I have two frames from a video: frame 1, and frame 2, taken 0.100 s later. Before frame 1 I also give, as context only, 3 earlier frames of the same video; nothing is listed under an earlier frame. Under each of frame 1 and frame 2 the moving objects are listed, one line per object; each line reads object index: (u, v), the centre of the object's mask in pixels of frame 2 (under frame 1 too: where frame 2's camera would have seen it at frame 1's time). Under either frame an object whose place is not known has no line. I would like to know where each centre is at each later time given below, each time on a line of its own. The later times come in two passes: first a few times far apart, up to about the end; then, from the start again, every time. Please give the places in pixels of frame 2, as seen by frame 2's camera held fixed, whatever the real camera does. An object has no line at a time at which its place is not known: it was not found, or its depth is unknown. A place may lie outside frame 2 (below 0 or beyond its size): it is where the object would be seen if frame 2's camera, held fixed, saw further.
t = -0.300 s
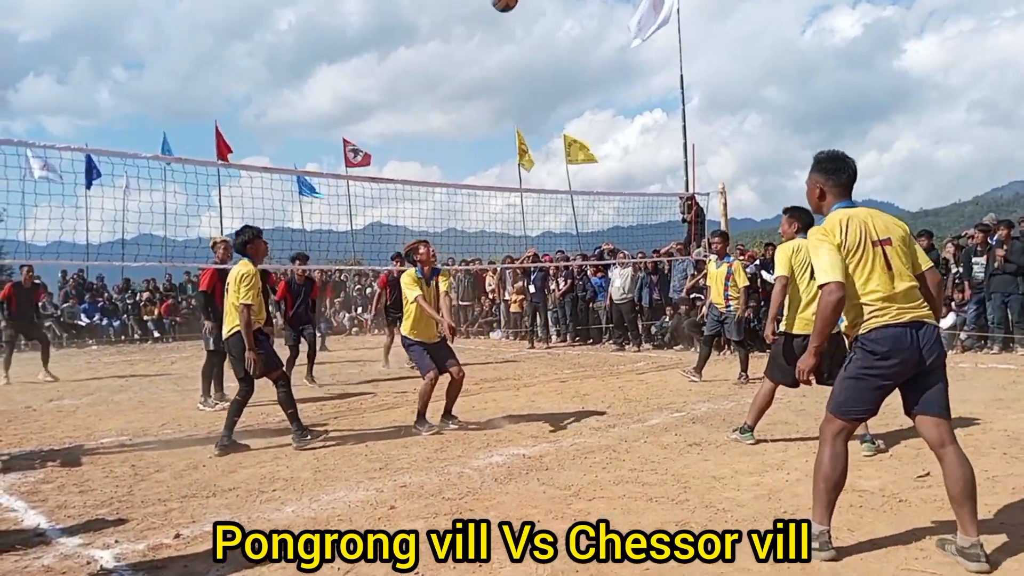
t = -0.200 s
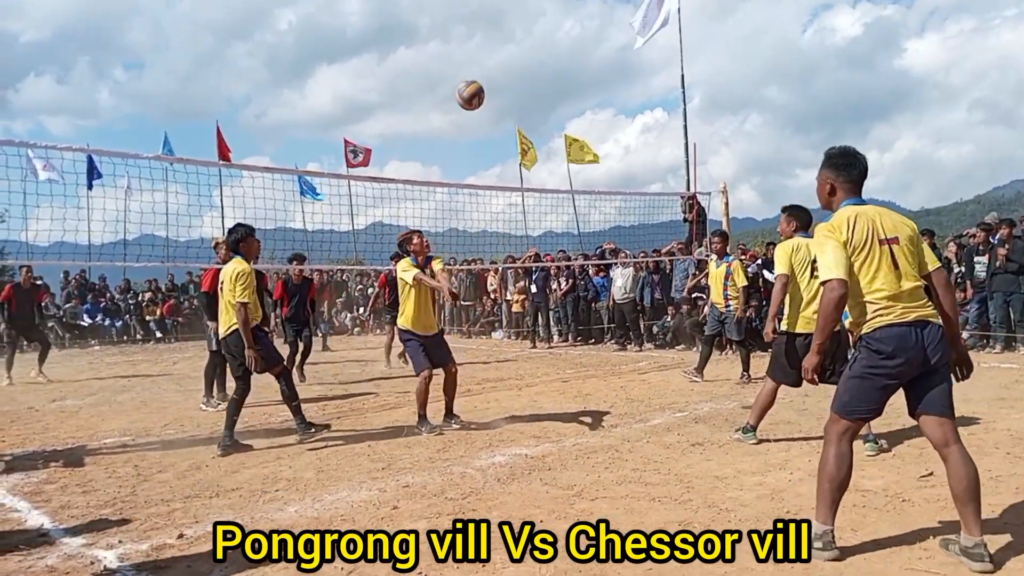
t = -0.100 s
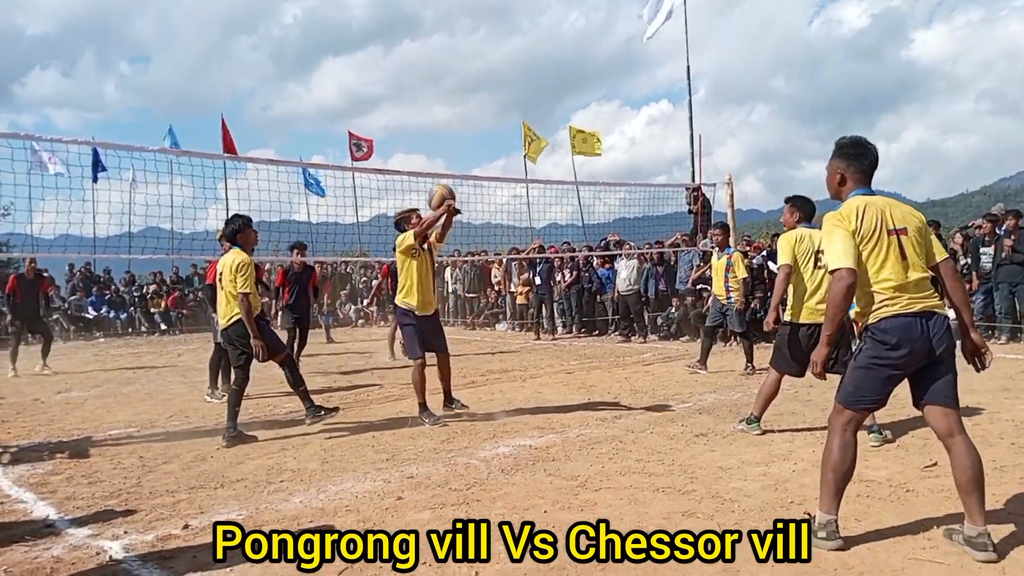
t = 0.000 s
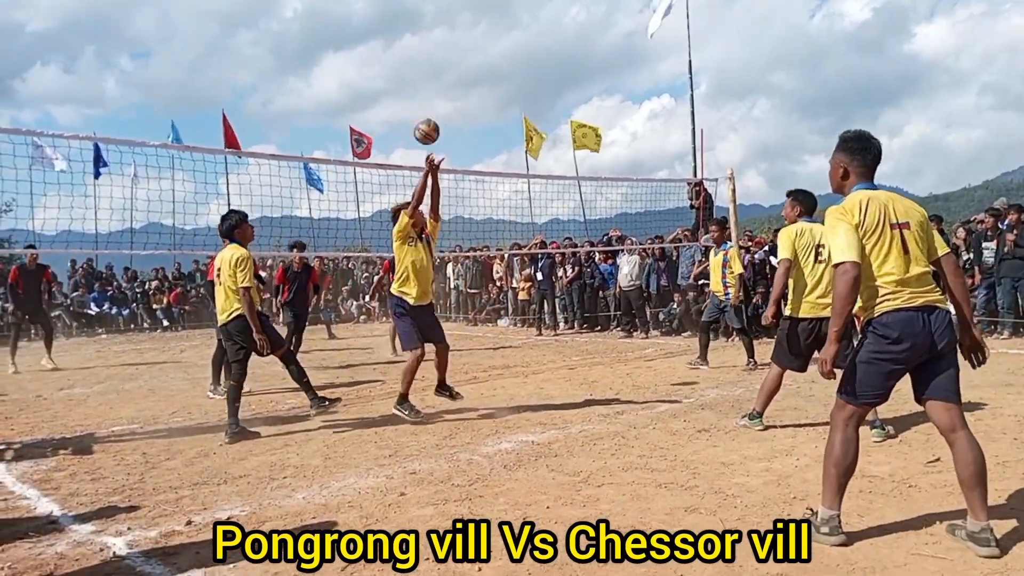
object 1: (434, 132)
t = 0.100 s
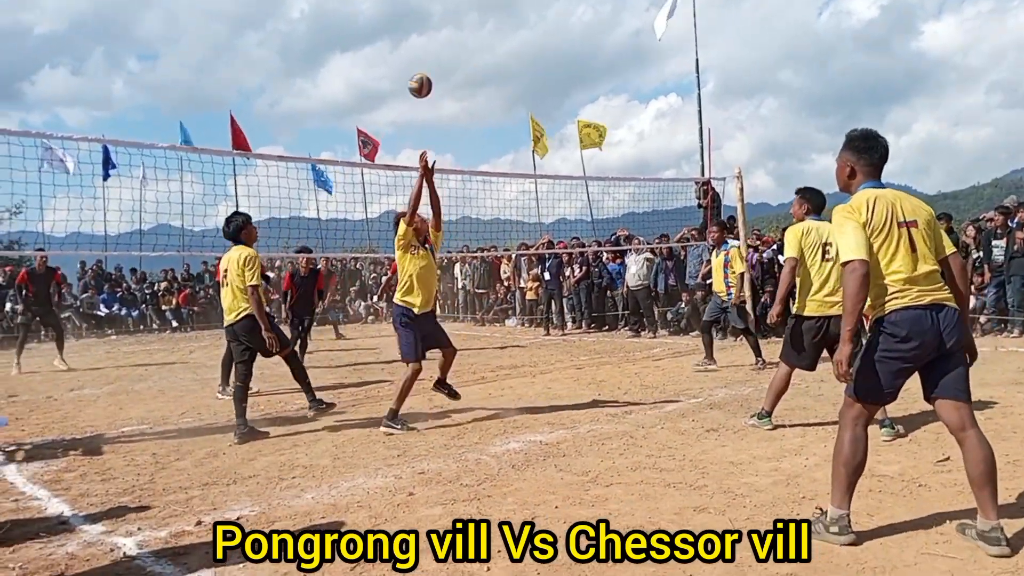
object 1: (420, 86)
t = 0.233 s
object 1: (405, 52)
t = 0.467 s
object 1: (388, 50)
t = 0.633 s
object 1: (376, 78)
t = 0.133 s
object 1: (416, 75)
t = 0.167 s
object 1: (412, 65)
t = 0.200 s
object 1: (409, 57)
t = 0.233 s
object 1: (405, 52)
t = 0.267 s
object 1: (400, 48)
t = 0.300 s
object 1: (398, 44)
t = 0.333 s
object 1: (397, 43)
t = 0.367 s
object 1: (394, 44)
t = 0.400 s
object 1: (391, 45)
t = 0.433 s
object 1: (389, 47)
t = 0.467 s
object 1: (388, 50)
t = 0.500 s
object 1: (384, 53)
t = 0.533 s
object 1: (382, 58)
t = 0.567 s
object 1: (380, 64)
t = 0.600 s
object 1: (378, 70)
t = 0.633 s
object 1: (376, 78)
